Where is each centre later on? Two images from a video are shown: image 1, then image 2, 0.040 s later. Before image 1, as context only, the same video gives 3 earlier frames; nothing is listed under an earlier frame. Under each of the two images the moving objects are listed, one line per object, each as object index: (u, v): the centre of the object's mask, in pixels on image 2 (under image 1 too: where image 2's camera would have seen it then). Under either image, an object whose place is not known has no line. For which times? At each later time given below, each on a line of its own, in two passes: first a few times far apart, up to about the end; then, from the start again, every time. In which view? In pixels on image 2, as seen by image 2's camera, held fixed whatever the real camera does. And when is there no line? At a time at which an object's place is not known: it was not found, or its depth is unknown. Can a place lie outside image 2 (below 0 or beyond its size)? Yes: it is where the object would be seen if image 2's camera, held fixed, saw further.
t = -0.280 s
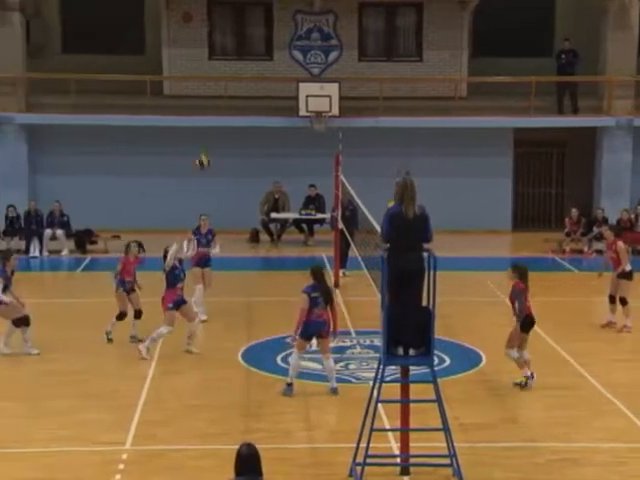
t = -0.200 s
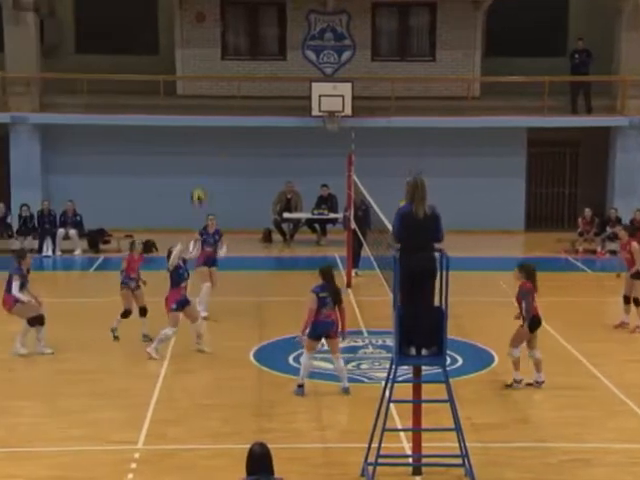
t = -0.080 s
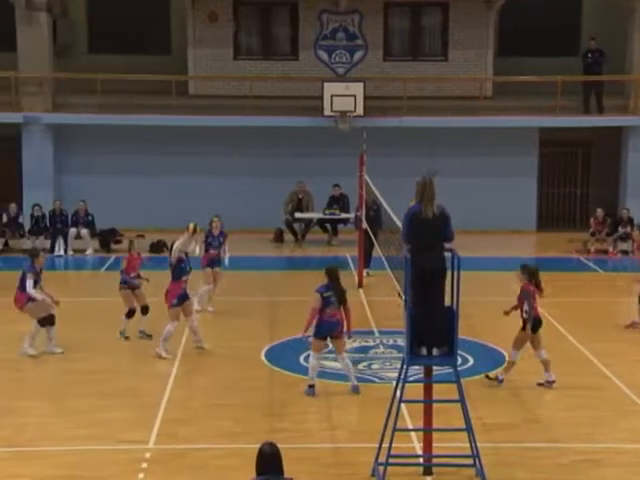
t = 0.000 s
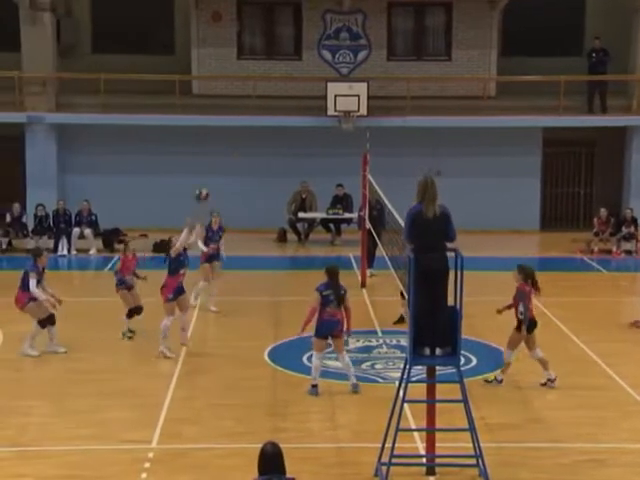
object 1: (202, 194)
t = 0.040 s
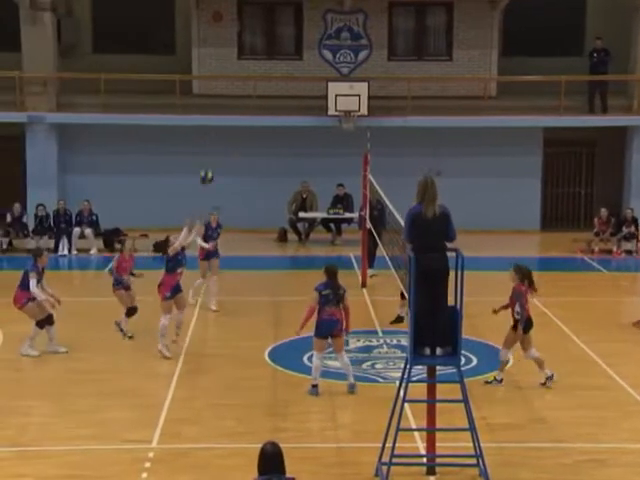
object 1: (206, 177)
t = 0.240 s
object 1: (222, 108)
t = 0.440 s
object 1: (241, 65)
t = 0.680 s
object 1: (263, 50)
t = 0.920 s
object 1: (284, 76)
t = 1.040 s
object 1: (297, 107)
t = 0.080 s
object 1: (209, 160)
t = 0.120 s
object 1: (213, 146)
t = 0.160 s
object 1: (217, 132)
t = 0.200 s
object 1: (220, 120)
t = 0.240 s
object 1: (222, 108)
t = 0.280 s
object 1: (226, 98)
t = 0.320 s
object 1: (228, 87)
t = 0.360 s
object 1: (233, 80)
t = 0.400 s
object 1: (237, 72)
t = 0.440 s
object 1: (241, 65)
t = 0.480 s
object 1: (244, 59)
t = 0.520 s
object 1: (248, 55)
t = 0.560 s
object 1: (251, 52)
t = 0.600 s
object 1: (256, 51)
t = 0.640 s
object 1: (260, 50)
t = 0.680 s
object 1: (263, 50)
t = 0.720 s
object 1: (267, 51)
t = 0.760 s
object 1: (270, 53)
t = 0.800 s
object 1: (274, 58)
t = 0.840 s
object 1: (278, 64)
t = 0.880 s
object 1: (281, 70)
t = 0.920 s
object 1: (284, 76)
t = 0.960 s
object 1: (288, 86)
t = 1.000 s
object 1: (292, 96)
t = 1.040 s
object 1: (297, 107)
